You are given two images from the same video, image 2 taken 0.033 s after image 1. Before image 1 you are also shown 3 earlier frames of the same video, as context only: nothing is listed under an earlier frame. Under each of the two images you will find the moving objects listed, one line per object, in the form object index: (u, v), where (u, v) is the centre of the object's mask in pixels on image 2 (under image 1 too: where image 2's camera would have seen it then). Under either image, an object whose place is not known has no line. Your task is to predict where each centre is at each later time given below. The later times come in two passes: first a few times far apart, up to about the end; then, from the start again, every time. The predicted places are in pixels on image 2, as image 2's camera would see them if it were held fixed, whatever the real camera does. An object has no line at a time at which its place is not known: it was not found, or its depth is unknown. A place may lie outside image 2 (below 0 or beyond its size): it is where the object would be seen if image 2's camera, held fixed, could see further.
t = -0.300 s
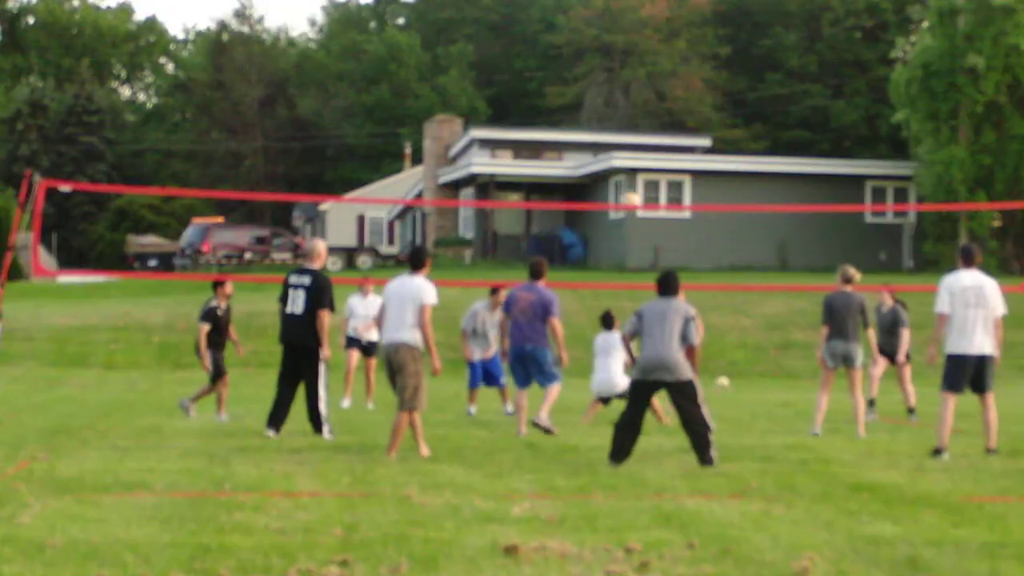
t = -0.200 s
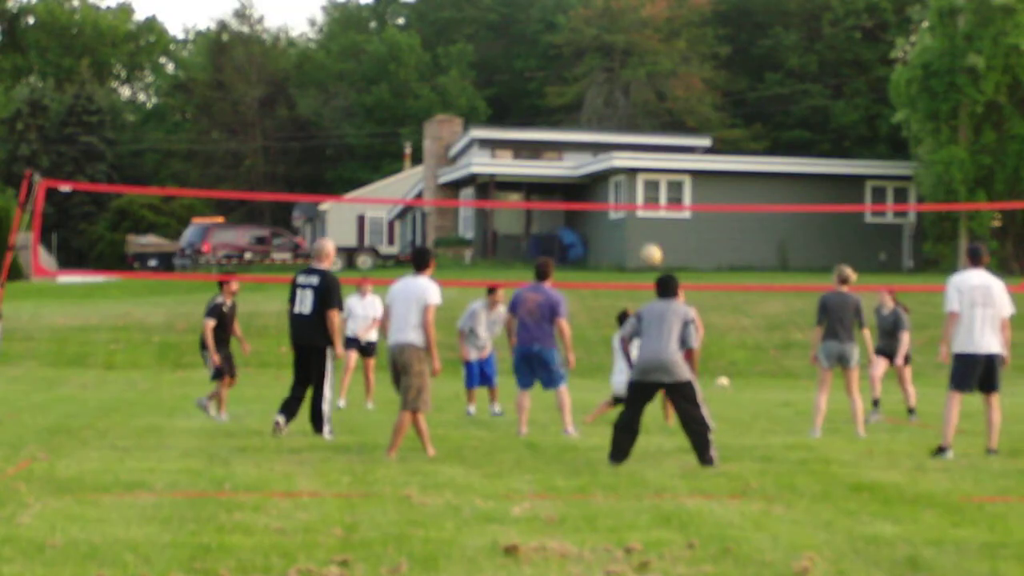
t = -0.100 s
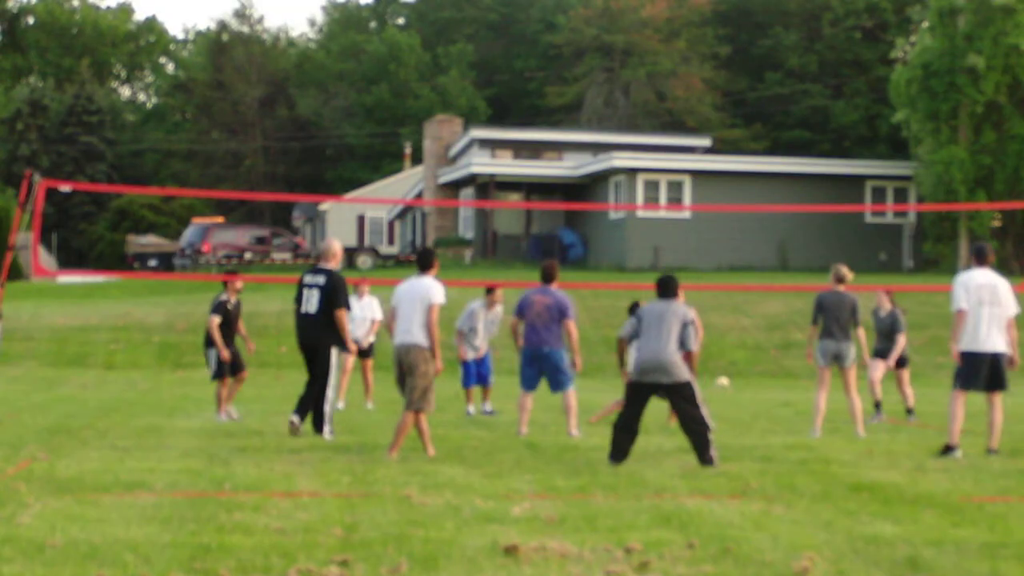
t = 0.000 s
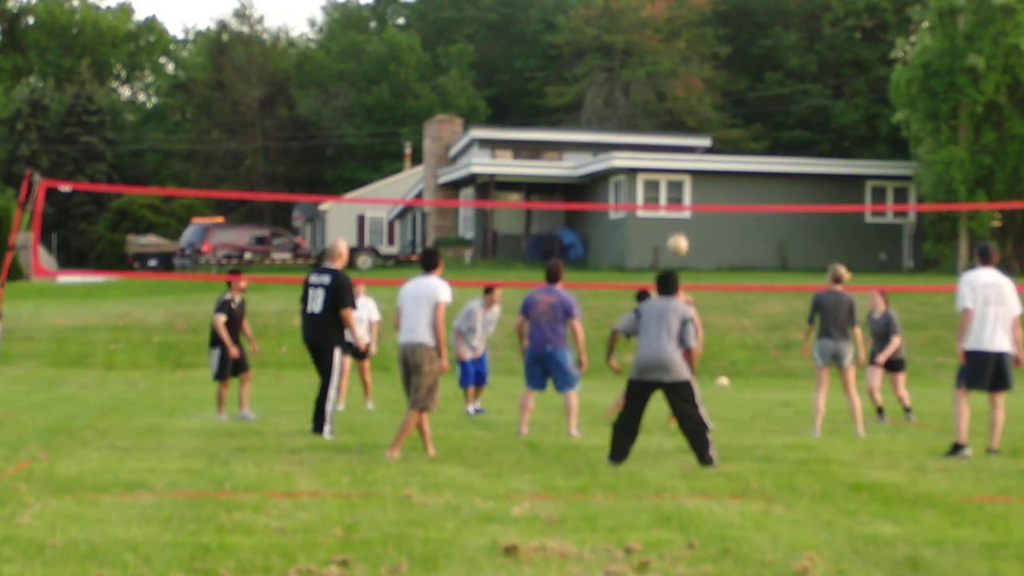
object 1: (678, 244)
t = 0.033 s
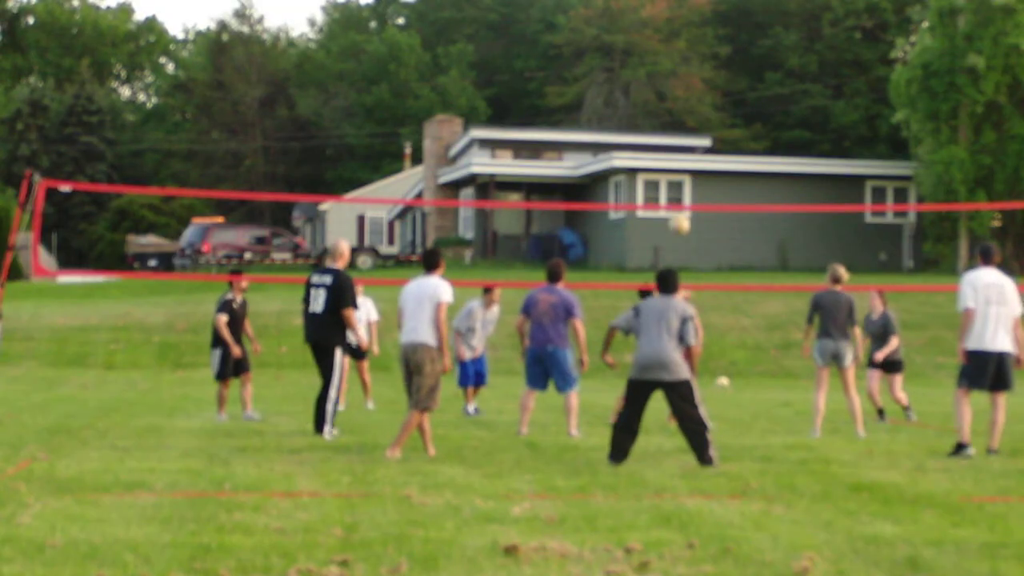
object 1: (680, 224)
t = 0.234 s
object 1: (690, 120)
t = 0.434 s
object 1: (702, 52)
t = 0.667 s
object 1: (714, 18)
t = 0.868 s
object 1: (725, 28)
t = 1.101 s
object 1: (738, 86)
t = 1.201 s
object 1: (744, 126)
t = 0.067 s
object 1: (681, 200)
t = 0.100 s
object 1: (684, 184)
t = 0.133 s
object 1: (686, 168)
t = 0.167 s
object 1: (687, 150)
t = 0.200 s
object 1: (689, 134)
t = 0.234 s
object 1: (690, 120)
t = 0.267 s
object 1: (692, 106)
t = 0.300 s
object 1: (694, 93)
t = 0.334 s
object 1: (696, 81)
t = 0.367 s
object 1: (698, 70)
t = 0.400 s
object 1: (700, 61)
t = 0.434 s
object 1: (702, 52)
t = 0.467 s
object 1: (703, 44)
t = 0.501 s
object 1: (705, 37)
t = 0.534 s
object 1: (707, 31)
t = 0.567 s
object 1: (709, 27)
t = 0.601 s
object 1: (711, 23)
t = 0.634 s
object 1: (712, 20)
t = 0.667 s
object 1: (714, 18)
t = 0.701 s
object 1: (716, 17)
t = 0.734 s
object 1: (718, 17)
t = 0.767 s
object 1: (720, 19)
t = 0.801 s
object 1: (721, 21)
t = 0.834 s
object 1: (723, 24)
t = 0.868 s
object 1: (725, 28)
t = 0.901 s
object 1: (727, 33)
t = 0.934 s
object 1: (729, 39)
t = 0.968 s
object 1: (731, 47)
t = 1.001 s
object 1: (732, 55)
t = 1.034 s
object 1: (735, 64)
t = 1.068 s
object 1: (736, 75)
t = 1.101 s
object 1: (738, 86)
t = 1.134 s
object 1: (740, 99)
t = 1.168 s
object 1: (742, 112)
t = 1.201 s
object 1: (744, 126)
